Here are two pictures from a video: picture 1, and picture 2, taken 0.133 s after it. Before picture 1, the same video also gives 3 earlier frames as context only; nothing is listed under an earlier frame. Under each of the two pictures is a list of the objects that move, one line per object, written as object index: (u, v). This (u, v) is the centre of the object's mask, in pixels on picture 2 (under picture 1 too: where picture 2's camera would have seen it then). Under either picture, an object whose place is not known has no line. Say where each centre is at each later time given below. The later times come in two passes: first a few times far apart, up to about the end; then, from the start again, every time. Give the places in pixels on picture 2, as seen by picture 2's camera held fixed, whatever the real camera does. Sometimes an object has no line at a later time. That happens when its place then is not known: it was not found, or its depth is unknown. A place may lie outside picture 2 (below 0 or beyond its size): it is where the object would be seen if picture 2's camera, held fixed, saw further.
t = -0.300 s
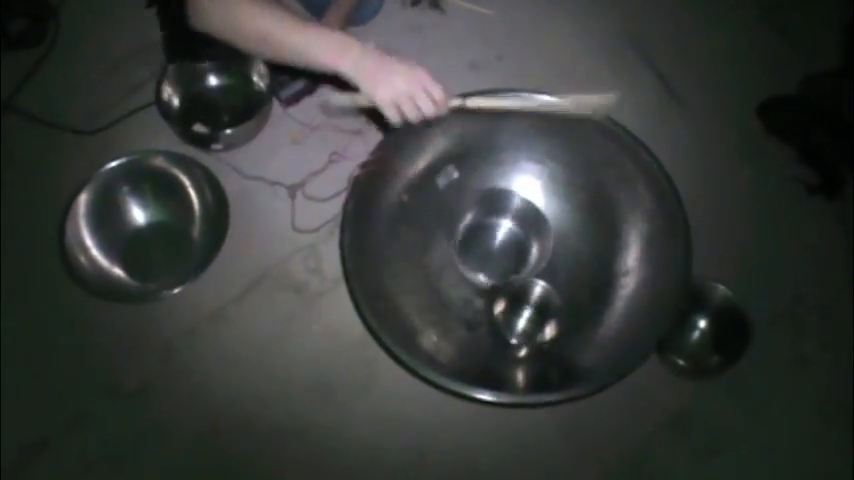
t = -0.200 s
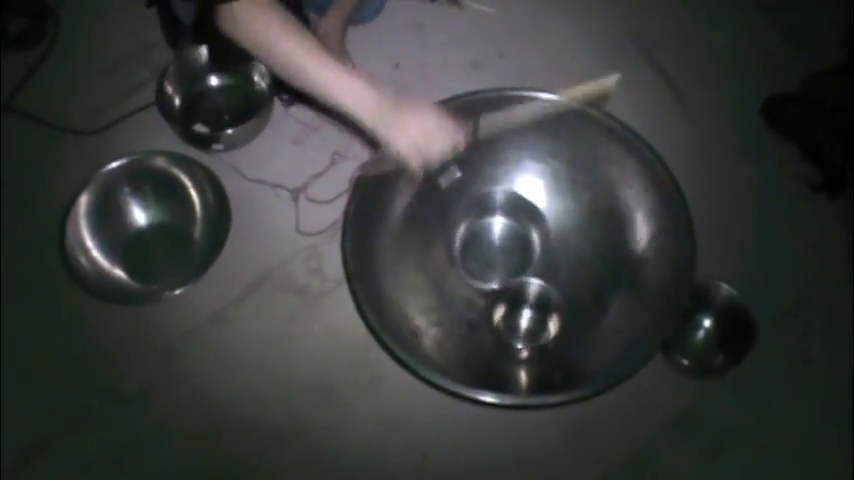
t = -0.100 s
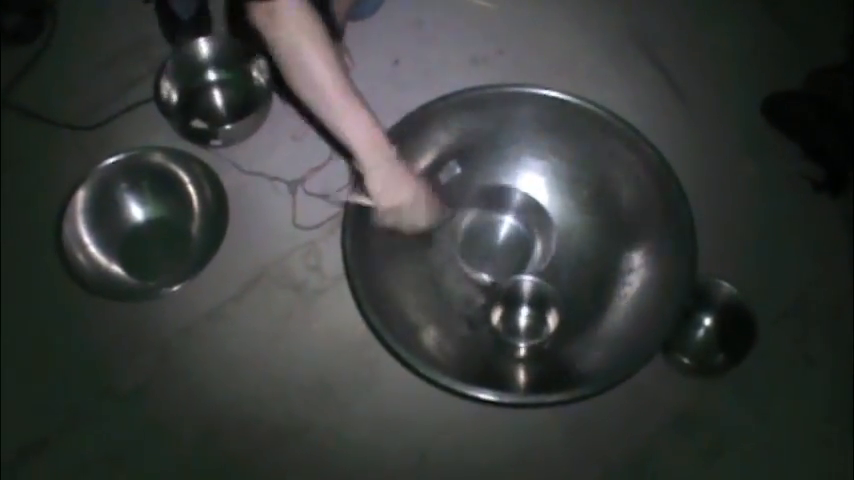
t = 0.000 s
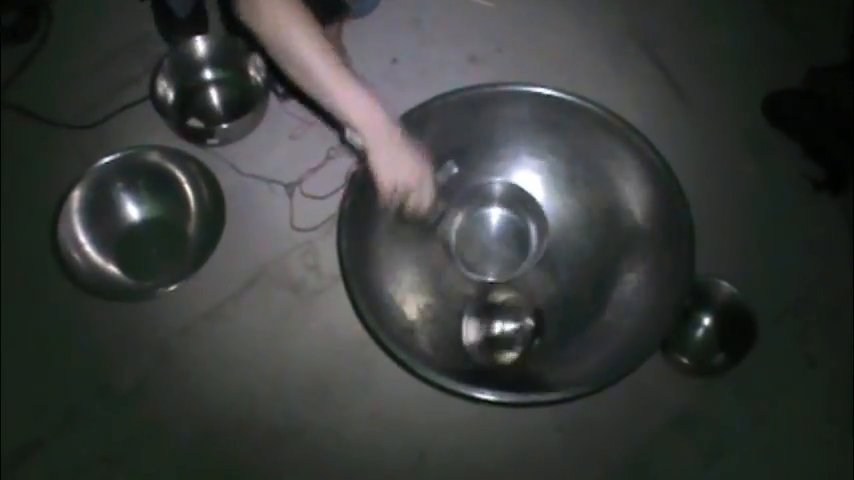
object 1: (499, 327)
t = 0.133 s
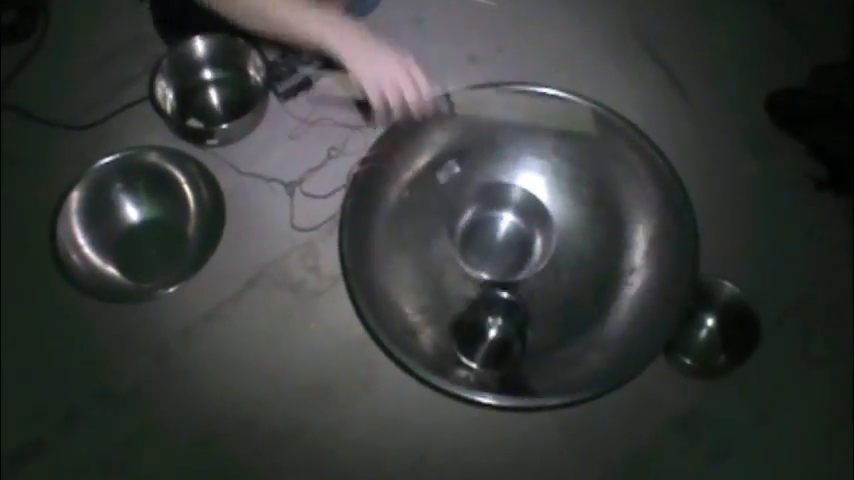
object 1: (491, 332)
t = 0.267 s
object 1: (488, 325)
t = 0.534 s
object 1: (499, 321)
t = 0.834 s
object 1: (494, 313)
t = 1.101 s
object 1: (495, 310)
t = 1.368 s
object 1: (495, 310)
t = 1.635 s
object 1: (495, 310)
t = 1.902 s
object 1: (495, 310)
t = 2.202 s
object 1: (495, 310)
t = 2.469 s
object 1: (495, 310)
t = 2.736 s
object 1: (495, 310)
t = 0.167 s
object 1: (489, 331)
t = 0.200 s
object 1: (487, 328)
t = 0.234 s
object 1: (487, 324)
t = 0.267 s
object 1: (488, 325)
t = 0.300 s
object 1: (489, 324)
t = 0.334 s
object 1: (489, 324)
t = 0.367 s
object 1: (491, 325)
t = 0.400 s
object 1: (492, 324)
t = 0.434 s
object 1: (494, 324)
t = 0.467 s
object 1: (496, 323)
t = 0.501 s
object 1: (498, 321)
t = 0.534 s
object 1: (499, 321)
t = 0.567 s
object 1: (500, 320)
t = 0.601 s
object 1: (501, 319)
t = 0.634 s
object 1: (501, 319)
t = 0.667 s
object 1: (500, 318)
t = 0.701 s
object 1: (499, 317)
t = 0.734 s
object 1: (498, 316)
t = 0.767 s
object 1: (497, 315)
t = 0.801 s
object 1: (495, 314)
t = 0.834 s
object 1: (494, 313)
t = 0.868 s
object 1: (494, 312)
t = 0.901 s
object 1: (493, 311)
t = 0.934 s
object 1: (492, 311)
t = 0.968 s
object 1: (493, 311)
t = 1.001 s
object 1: (494, 311)
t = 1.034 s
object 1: (495, 311)
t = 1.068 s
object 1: (495, 310)
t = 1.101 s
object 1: (495, 310)
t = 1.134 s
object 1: (495, 310)
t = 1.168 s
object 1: (495, 310)
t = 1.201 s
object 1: (495, 310)
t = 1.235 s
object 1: (495, 310)
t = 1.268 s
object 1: (495, 310)
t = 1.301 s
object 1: (495, 310)
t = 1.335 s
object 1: (495, 310)
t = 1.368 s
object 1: (495, 310)
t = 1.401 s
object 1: (495, 310)
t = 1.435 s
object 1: (495, 310)
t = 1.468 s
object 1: (495, 310)
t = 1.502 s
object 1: (495, 311)
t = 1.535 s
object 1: (495, 310)
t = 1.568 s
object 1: (495, 311)
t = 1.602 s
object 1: (495, 311)
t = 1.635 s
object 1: (495, 310)
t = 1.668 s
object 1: (495, 310)
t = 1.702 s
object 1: (495, 310)
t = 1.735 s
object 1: (495, 310)
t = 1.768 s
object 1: (495, 310)
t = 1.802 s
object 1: (495, 310)
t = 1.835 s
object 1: (495, 310)
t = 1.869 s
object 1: (495, 310)
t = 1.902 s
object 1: (495, 310)
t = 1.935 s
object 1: (495, 310)
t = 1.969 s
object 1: (495, 310)
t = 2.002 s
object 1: (495, 310)
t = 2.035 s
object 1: (495, 310)
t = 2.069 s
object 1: (495, 310)
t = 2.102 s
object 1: (495, 310)
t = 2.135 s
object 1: (495, 310)
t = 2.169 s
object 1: (495, 310)
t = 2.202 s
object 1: (495, 310)
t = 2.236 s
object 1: (494, 310)
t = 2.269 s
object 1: (494, 310)
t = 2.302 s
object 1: (494, 310)
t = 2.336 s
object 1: (494, 310)
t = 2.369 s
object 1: (495, 310)
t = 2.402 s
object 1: (495, 310)
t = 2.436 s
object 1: (495, 310)
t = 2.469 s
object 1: (495, 310)
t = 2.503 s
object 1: (495, 310)
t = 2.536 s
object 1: (495, 310)
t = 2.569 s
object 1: (495, 310)
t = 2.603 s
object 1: (495, 310)
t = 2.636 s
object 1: (495, 310)
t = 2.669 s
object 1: (495, 310)
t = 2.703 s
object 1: (495, 310)
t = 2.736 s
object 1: (495, 310)
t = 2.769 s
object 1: (495, 310)
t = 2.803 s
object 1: (495, 310)
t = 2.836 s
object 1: (495, 310)
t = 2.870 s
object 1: (495, 310)
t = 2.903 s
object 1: (495, 310)
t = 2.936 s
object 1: (495, 310)
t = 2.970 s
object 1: (495, 310)
